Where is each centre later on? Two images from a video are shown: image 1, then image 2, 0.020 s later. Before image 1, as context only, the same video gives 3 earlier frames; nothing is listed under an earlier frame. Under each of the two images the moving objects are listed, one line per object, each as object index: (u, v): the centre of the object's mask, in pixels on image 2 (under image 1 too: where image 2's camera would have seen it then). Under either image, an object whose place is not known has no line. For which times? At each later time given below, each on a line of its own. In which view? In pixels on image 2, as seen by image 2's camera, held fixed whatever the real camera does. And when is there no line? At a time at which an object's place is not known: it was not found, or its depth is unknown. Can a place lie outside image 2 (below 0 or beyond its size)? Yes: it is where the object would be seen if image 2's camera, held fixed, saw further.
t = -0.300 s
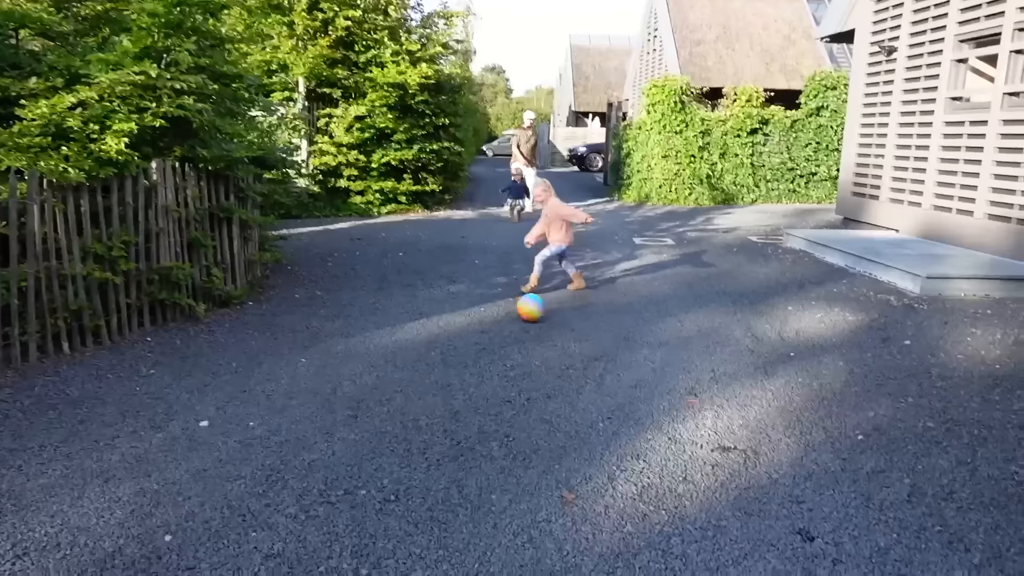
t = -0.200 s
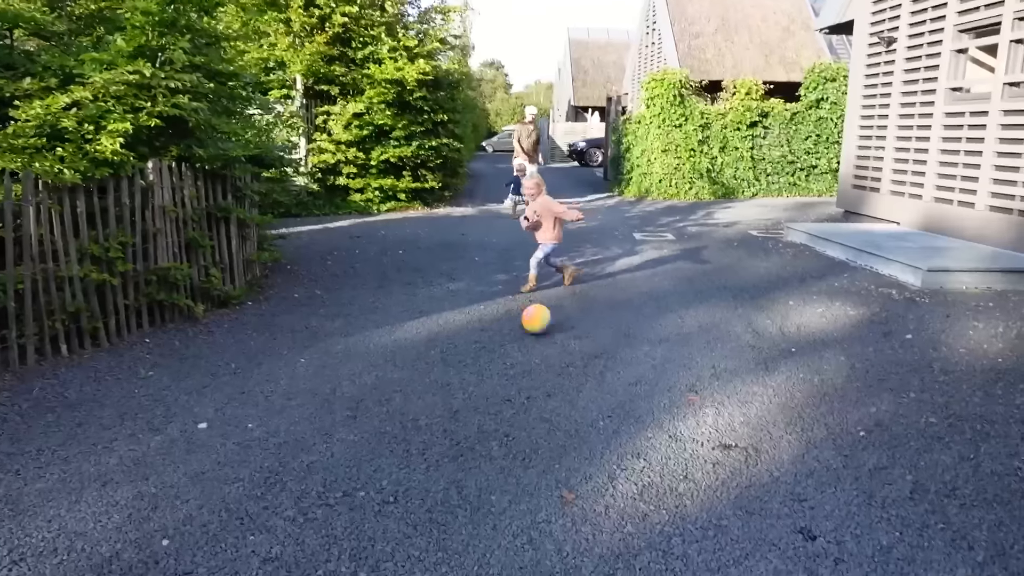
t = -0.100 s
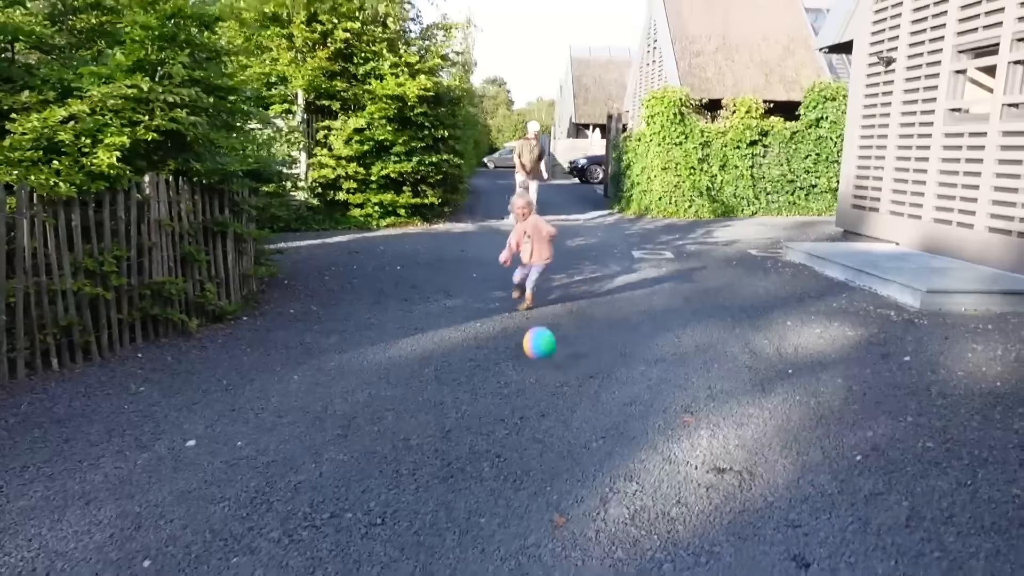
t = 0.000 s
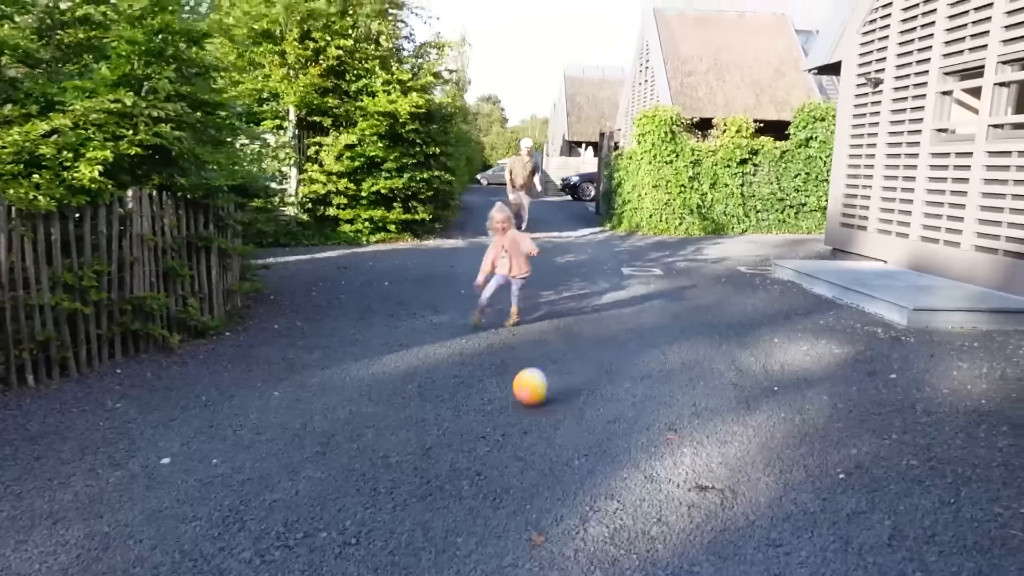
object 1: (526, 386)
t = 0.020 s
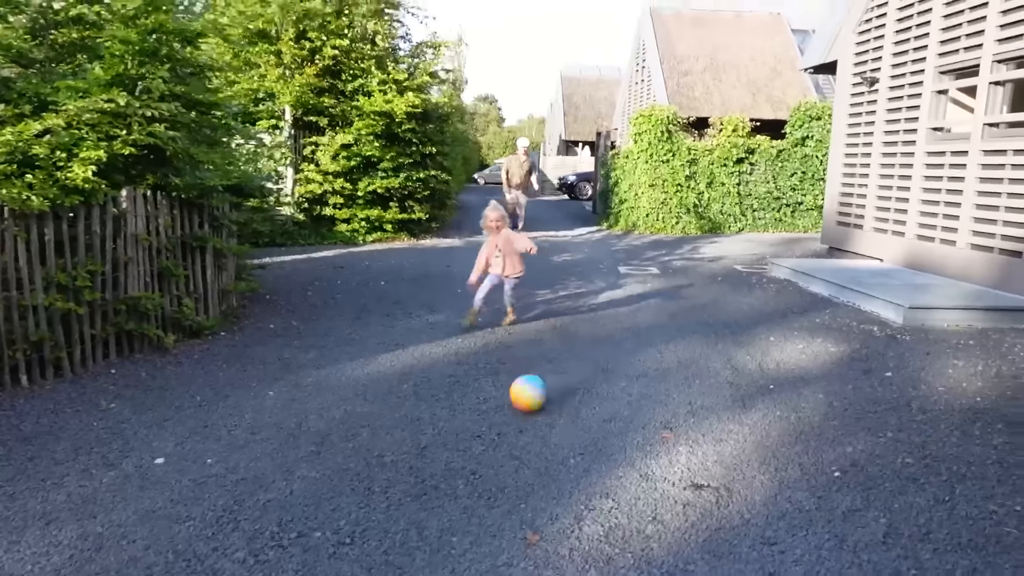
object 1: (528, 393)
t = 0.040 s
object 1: (530, 398)
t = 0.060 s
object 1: (531, 400)
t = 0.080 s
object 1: (533, 402)
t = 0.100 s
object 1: (536, 405)
